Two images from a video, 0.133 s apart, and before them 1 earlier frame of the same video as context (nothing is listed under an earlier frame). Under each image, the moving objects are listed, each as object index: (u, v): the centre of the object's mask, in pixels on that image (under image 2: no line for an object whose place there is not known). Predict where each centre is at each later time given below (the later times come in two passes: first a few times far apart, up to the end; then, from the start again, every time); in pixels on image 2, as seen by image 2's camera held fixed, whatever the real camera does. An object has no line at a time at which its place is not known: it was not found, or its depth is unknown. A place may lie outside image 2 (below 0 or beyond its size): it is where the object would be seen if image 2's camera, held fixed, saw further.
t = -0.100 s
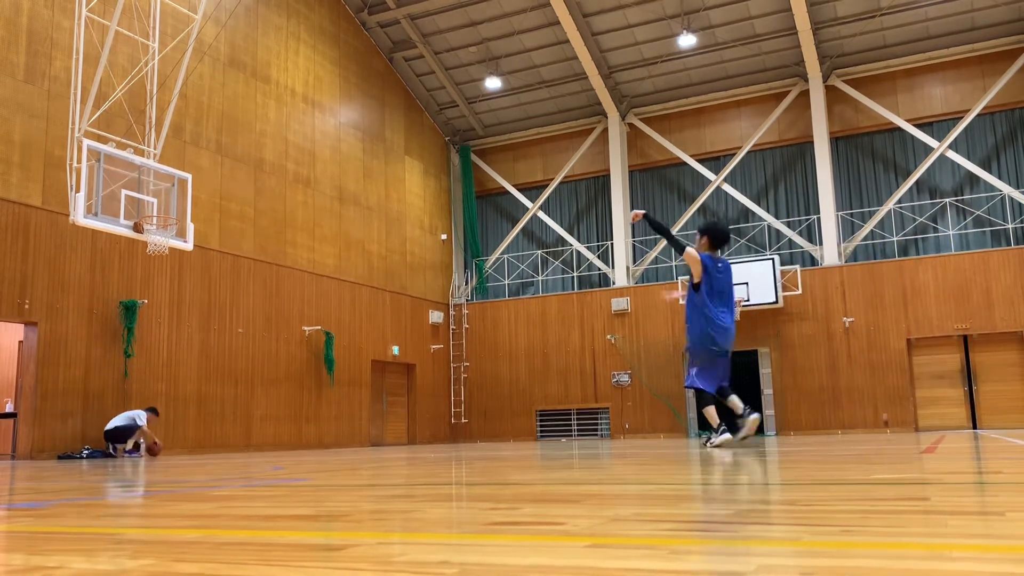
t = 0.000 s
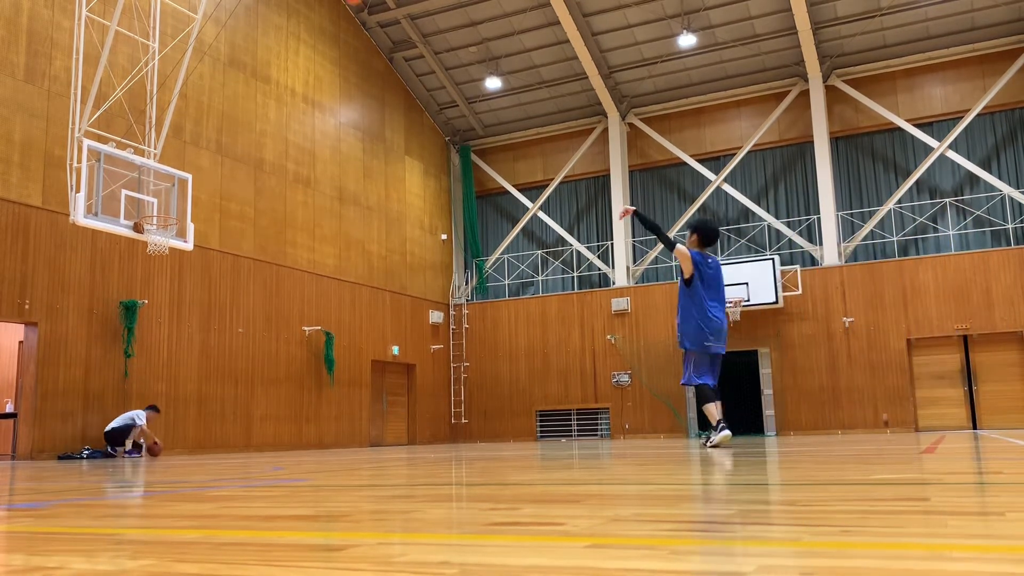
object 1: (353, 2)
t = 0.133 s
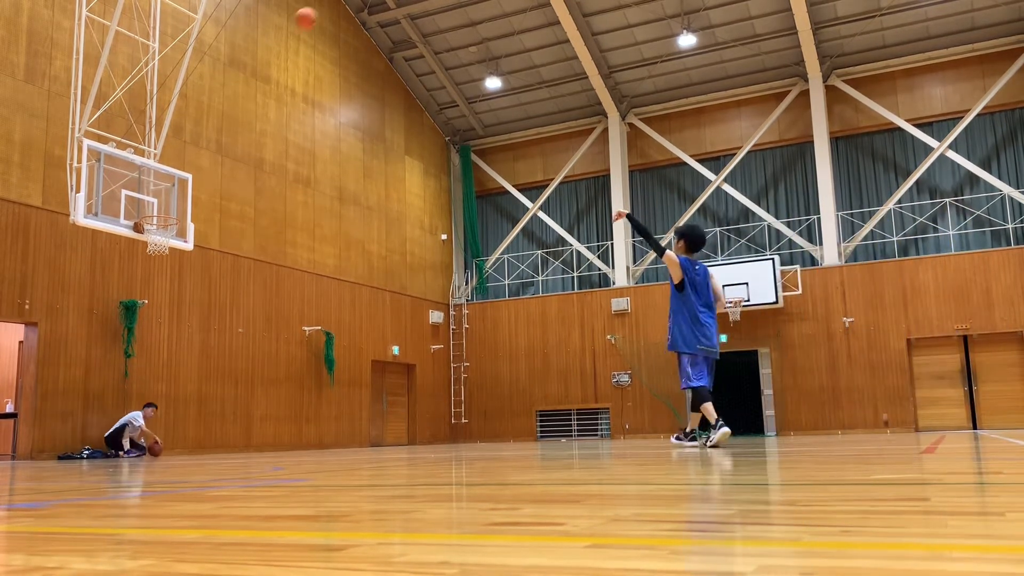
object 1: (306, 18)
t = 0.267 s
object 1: (264, 56)
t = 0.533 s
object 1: (188, 159)
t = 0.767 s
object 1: (162, 262)
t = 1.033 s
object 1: (188, 405)
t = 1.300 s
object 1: (223, 360)
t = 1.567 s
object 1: (262, 286)
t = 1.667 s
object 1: (277, 274)
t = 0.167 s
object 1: (296, 27)
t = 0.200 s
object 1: (284, 36)
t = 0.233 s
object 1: (274, 46)
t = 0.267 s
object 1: (264, 56)
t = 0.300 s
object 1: (254, 67)
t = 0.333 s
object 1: (244, 78)
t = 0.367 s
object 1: (234, 91)
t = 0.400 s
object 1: (225, 103)
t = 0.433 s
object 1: (214, 116)
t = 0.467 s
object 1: (206, 130)
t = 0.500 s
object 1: (196, 144)
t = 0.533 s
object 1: (188, 159)
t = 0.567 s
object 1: (179, 176)
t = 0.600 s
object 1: (171, 191)
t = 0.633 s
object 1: (163, 207)
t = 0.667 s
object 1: (154, 225)
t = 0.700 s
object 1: (156, 236)
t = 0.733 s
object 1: (160, 252)
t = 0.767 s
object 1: (162, 262)
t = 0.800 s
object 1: (166, 278)
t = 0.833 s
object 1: (170, 293)
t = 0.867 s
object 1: (172, 308)
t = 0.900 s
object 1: (177, 327)
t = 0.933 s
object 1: (179, 345)
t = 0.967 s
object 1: (182, 365)
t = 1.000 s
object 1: (185, 384)
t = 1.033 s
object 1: (188, 405)
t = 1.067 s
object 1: (190, 430)
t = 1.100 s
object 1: (194, 447)
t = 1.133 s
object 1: (198, 431)
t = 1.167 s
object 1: (203, 415)
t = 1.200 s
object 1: (209, 400)
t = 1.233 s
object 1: (213, 386)
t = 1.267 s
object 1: (218, 372)
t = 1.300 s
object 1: (223, 360)
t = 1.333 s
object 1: (228, 346)
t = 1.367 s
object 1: (233, 335)
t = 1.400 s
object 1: (237, 326)
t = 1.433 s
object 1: (242, 316)
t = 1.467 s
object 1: (248, 307)
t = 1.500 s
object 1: (252, 299)
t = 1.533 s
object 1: (257, 291)
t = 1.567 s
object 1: (262, 286)
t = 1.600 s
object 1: (267, 281)
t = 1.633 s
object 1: (272, 277)
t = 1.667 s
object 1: (277, 274)
